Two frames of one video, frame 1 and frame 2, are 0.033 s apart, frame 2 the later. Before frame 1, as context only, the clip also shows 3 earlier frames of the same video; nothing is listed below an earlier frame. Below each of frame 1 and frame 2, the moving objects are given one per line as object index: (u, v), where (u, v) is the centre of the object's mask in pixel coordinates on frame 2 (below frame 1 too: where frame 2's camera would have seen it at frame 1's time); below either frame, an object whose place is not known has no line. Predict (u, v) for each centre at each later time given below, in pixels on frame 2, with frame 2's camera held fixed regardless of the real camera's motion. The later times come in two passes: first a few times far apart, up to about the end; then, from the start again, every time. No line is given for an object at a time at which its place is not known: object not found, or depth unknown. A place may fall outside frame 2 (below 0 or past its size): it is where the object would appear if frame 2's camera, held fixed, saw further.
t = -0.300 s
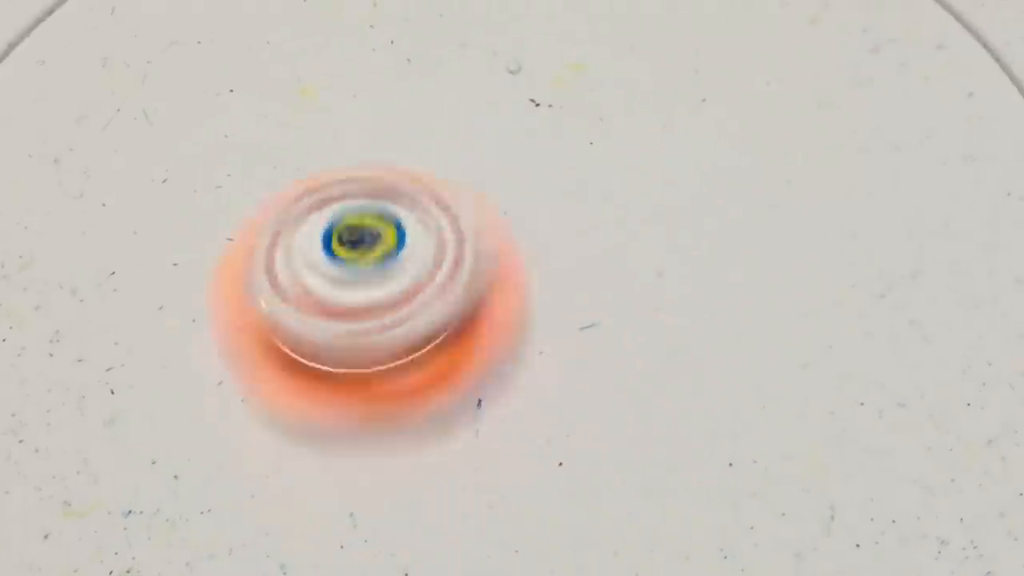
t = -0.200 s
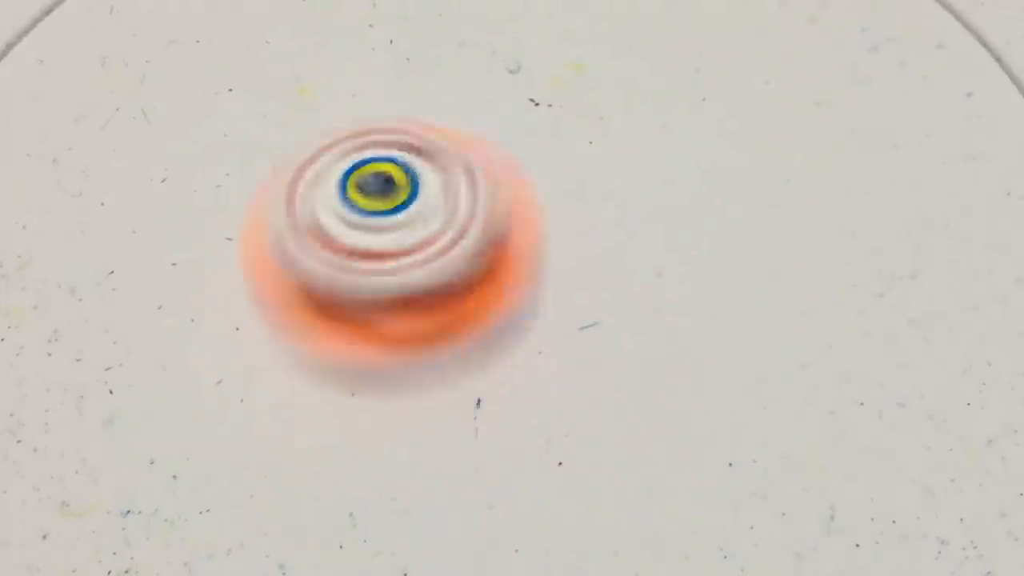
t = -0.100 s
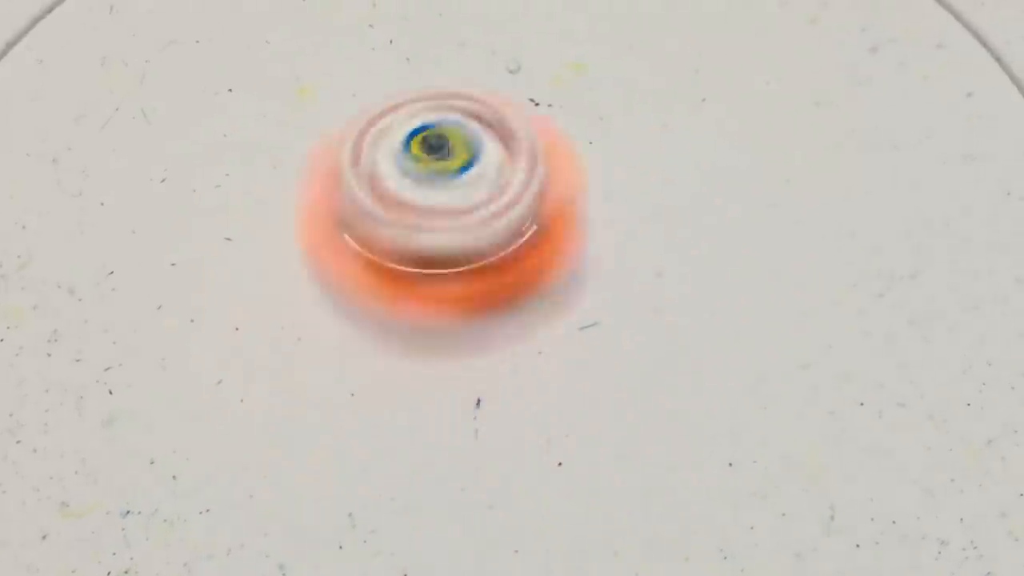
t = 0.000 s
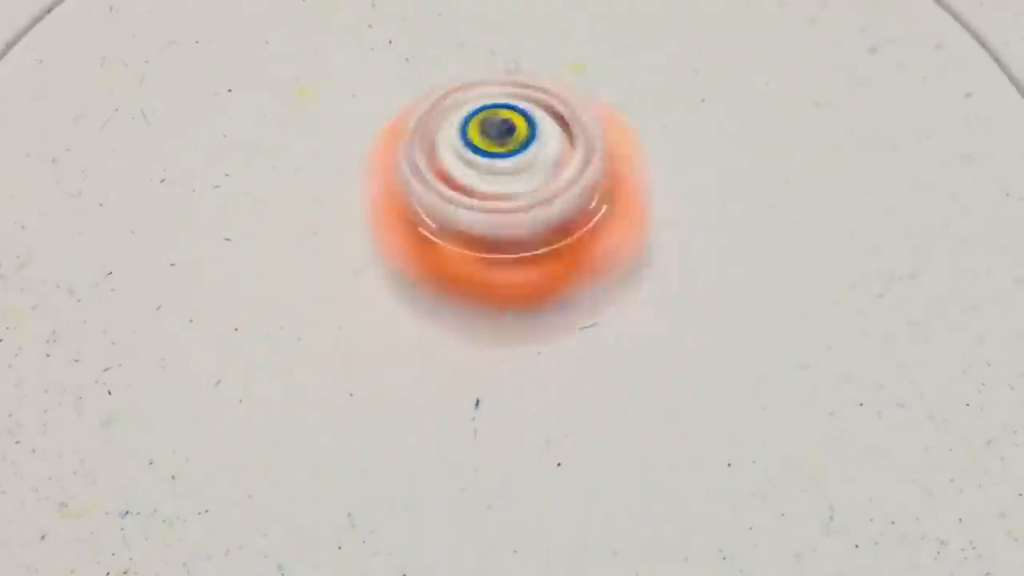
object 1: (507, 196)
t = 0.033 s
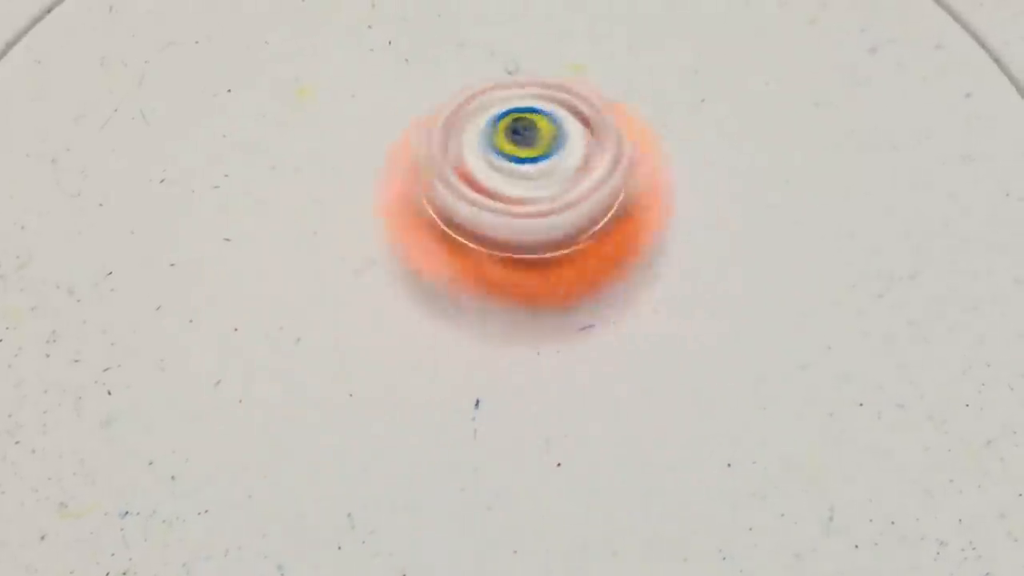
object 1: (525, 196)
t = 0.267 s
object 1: (619, 284)
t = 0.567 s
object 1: (454, 313)
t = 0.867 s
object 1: (452, 168)
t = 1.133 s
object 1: (568, 176)
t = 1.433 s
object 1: (527, 313)
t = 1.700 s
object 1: (374, 300)
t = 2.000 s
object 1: (423, 195)
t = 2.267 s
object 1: (557, 247)
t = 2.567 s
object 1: (492, 360)
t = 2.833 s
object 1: (426, 258)
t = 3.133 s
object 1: (558, 191)
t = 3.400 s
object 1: (598, 272)
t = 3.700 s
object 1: (450, 291)
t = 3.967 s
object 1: (415, 195)
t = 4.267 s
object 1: (531, 201)
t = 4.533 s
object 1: (525, 310)
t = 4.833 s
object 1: (421, 332)
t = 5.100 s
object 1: (392, 265)
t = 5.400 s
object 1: (499, 208)
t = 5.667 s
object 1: (584, 243)
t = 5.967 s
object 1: (559, 317)
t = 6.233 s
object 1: (459, 292)
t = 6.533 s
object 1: (430, 192)
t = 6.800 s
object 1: (492, 168)
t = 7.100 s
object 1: (539, 248)
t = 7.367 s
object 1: (489, 329)
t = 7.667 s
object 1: (409, 322)
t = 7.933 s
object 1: (428, 255)
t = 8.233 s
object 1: (513, 209)
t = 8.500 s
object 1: (569, 207)
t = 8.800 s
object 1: (549, 251)
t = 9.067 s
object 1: (462, 249)
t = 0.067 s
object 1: (549, 200)
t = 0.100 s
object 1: (568, 205)
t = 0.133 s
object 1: (588, 216)
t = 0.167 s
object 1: (601, 229)
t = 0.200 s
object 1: (614, 243)
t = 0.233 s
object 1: (618, 262)
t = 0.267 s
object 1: (619, 284)
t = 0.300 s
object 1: (610, 303)
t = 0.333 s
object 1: (597, 320)
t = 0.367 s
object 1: (581, 328)
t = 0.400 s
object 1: (559, 340)
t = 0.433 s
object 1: (535, 344)
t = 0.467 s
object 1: (515, 343)
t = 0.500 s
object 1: (492, 335)
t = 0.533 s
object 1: (469, 326)
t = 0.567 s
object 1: (454, 313)
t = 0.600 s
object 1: (437, 302)
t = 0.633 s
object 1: (427, 282)
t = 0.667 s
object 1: (419, 266)
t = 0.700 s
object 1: (417, 245)
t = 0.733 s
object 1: (417, 228)
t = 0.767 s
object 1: (422, 210)
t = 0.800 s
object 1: (428, 195)
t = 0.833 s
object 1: (437, 181)
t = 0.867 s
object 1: (452, 168)
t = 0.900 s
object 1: (465, 157)
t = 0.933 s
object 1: (487, 152)
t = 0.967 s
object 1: (503, 151)
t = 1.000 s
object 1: (518, 153)
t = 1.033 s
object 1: (531, 156)
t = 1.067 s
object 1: (546, 160)
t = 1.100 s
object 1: (556, 165)
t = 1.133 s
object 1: (568, 176)
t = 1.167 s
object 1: (577, 186)
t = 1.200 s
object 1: (585, 200)
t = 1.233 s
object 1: (589, 219)
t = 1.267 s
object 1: (586, 241)
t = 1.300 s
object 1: (581, 257)
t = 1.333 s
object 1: (573, 274)
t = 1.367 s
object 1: (562, 289)
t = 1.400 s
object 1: (540, 304)
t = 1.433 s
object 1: (527, 313)
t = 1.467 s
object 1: (503, 321)
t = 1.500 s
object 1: (484, 324)
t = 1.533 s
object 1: (464, 328)
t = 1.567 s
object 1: (440, 329)
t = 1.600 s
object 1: (424, 324)
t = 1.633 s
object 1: (402, 319)
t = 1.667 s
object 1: (390, 308)
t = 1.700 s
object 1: (374, 300)
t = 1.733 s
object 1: (366, 288)
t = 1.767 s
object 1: (362, 274)
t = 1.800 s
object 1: (361, 259)
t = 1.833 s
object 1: (364, 243)
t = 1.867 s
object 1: (367, 231)
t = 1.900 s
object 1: (377, 222)
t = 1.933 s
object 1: (388, 209)
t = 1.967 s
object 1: (405, 201)
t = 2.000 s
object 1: (423, 195)
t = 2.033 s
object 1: (443, 194)
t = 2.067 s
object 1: (462, 193)
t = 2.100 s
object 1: (480, 198)
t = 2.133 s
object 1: (498, 203)
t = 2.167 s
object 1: (515, 211)
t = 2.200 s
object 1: (531, 220)
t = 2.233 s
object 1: (545, 230)
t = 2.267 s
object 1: (557, 247)
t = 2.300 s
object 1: (565, 260)
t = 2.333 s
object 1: (567, 282)
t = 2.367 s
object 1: (570, 296)
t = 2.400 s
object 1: (564, 312)
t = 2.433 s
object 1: (559, 329)
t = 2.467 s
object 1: (542, 340)
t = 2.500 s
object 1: (527, 354)
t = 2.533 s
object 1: (508, 358)
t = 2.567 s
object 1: (492, 360)
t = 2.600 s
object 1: (471, 358)
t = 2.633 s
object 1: (453, 351)
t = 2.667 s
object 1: (439, 340)
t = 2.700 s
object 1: (428, 328)
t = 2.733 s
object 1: (422, 312)
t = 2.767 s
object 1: (419, 290)
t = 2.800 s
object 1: (420, 274)
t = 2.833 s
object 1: (426, 258)
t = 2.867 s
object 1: (430, 241)
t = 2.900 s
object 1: (442, 228)
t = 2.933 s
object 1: (454, 217)
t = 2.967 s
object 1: (468, 204)
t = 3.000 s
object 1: (486, 198)
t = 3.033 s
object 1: (502, 190)
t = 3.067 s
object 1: (522, 190)
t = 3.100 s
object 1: (540, 186)
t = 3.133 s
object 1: (558, 191)
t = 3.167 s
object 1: (573, 197)
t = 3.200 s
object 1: (583, 205)
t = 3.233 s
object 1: (594, 212)
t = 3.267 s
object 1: (598, 225)
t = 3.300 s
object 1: (601, 234)
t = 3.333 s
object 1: (603, 246)
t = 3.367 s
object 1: (599, 259)
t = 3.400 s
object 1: (598, 272)
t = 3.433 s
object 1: (582, 283)
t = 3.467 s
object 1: (573, 296)
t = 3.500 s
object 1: (555, 300)
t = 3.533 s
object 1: (539, 307)
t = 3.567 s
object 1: (523, 308)
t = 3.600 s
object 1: (501, 308)
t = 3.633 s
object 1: (484, 303)
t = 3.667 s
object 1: (469, 301)
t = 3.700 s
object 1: (450, 291)
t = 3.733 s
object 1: (438, 284)
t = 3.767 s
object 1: (427, 273)
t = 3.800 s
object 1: (417, 261)
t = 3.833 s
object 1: (411, 246)
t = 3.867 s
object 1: (404, 232)
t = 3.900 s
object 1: (404, 219)
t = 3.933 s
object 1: (407, 206)
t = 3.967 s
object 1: (415, 195)
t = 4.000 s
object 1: (425, 184)
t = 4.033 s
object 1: (442, 177)
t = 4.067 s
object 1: (454, 172)
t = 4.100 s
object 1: (471, 175)
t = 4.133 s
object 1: (485, 175)
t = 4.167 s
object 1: (495, 179)
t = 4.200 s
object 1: (508, 183)
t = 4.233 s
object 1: (519, 191)
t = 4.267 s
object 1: (531, 201)
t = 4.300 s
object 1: (539, 210)
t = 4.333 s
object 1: (547, 224)
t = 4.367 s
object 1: (550, 238)
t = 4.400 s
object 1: (549, 251)
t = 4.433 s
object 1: (550, 267)
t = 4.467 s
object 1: (545, 282)
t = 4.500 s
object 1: (539, 295)
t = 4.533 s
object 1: (525, 310)
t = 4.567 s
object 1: (519, 316)
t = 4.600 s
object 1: (503, 326)
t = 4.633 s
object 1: (492, 335)
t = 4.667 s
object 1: (482, 336)
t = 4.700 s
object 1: (465, 341)
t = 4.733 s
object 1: (455, 344)
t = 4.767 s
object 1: (439, 340)
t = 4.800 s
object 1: (428, 338)
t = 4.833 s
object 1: (421, 332)
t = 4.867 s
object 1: (410, 325)
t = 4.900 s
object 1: (402, 319)
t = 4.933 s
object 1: (399, 309)
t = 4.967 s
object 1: (396, 301)
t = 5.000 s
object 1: (392, 295)
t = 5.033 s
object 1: (391, 285)
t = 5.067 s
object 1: (392, 273)
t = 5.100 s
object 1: (392, 265)
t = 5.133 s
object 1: (400, 253)
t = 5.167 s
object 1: (404, 244)
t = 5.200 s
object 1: (411, 233)
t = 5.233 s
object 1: (427, 224)
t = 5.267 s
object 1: (438, 218)
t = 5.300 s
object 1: (451, 213)
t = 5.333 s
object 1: (471, 207)
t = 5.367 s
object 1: (482, 205)
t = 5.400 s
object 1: (499, 208)
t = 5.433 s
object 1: (516, 206)
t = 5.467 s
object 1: (526, 207)
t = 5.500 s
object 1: (545, 211)
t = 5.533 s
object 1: (557, 214)
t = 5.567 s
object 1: (563, 223)
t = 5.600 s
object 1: (575, 232)
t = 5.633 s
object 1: (580, 237)
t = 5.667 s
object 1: (584, 243)
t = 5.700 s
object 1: (592, 253)
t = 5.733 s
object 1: (596, 258)
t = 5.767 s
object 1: (594, 274)
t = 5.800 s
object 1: (595, 284)
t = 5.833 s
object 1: (589, 290)
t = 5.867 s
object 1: (585, 300)
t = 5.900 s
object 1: (580, 305)
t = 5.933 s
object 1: (571, 310)
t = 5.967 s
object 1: (559, 317)
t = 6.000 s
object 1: (552, 321)
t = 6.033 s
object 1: (535, 319)
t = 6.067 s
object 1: (520, 319)
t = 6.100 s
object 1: (509, 319)
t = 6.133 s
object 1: (493, 313)
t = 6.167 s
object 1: (478, 307)
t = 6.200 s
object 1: (465, 299)
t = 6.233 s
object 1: (459, 292)
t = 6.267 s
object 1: (447, 280)
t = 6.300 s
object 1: (436, 269)
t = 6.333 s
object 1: (433, 261)
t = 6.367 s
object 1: (428, 251)
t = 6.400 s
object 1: (422, 235)
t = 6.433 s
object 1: (422, 224)
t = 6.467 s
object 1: (425, 216)
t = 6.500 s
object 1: (425, 203)
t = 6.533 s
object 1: (430, 192)
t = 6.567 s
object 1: (436, 187)
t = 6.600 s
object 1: (441, 183)
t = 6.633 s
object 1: (448, 176)
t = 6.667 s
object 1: (457, 170)
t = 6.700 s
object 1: (462, 170)
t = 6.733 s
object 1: (473, 169)
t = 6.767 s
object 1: (485, 166)
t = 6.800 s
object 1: (492, 168)
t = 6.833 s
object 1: (501, 175)
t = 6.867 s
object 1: (514, 180)
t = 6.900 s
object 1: (521, 184)
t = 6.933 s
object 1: (526, 193)
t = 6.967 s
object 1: (532, 202)
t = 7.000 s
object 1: (535, 212)
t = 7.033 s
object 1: (540, 222)
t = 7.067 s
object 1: (540, 233)
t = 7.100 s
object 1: (539, 248)
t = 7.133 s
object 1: (540, 259)
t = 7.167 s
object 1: (541, 270)
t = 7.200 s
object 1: (534, 279)
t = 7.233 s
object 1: (528, 293)
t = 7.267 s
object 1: (521, 308)
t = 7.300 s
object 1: (514, 311)
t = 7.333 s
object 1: (501, 319)
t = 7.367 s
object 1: (489, 329)
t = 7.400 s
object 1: (480, 332)
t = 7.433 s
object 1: (470, 336)
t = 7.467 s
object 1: (459, 336)
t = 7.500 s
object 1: (449, 337)
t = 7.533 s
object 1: (441, 340)
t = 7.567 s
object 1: (430, 339)
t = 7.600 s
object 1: (423, 334)
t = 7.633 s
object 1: (416, 328)
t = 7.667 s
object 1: (409, 322)
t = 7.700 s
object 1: (406, 315)
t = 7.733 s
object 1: (401, 306)
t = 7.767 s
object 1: (400, 298)
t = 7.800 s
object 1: (401, 286)
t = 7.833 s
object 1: (403, 274)
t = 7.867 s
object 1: (410, 270)
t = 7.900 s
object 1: (417, 257)
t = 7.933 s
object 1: (428, 255)
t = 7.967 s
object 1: (437, 245)
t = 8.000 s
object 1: (448, 235)
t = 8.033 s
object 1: (458, 230)
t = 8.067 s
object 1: (464, 229)
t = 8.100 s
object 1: (473, 226)
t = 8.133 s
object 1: (490, 219)
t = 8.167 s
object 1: (497, 213)
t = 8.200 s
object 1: (502, 212)
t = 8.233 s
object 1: (513, 209)
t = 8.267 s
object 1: (522, 206)
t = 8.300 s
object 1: (529, 207)
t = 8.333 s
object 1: (539, 207)
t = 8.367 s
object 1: (547, 202)
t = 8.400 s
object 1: (551, 203)
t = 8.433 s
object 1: (556, 204)
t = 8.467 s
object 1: (562, 205)
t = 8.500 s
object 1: (569, 207)
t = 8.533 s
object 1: (575, 207)
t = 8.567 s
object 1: (577, 208)
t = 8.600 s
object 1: (580, 215)
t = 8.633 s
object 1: (581, 219)
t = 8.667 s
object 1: (576, 227)
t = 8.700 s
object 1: (573, 238)
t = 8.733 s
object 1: (571, 244)
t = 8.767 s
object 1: (561, 246)
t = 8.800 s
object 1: (549, 251)
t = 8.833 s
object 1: (537, 256)
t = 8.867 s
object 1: (526, 257)
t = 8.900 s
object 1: (516, 259)
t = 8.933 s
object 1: (504, 259)
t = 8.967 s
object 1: (495, 257)
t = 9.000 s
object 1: (487, 252)
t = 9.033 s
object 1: (474, 252)
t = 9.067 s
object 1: (462, 249)
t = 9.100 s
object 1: (457, 249)
